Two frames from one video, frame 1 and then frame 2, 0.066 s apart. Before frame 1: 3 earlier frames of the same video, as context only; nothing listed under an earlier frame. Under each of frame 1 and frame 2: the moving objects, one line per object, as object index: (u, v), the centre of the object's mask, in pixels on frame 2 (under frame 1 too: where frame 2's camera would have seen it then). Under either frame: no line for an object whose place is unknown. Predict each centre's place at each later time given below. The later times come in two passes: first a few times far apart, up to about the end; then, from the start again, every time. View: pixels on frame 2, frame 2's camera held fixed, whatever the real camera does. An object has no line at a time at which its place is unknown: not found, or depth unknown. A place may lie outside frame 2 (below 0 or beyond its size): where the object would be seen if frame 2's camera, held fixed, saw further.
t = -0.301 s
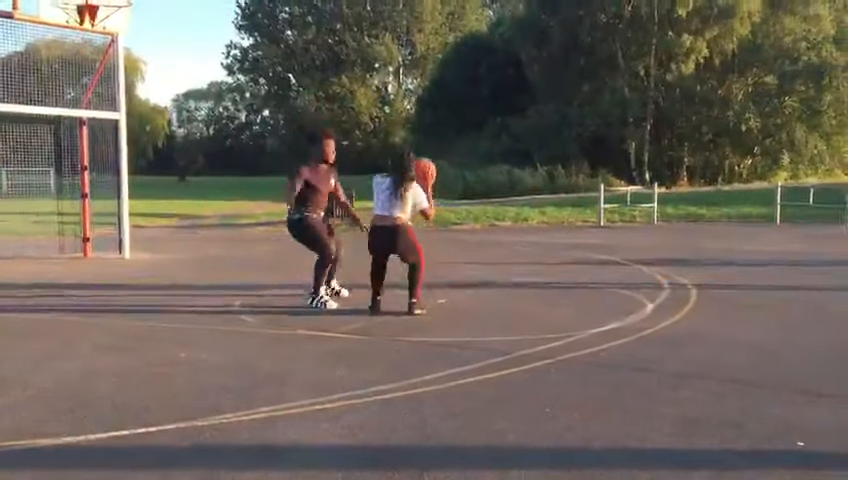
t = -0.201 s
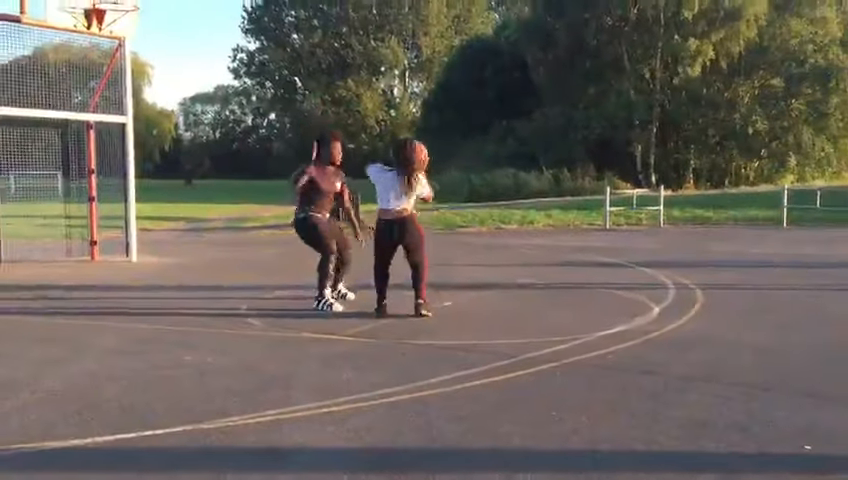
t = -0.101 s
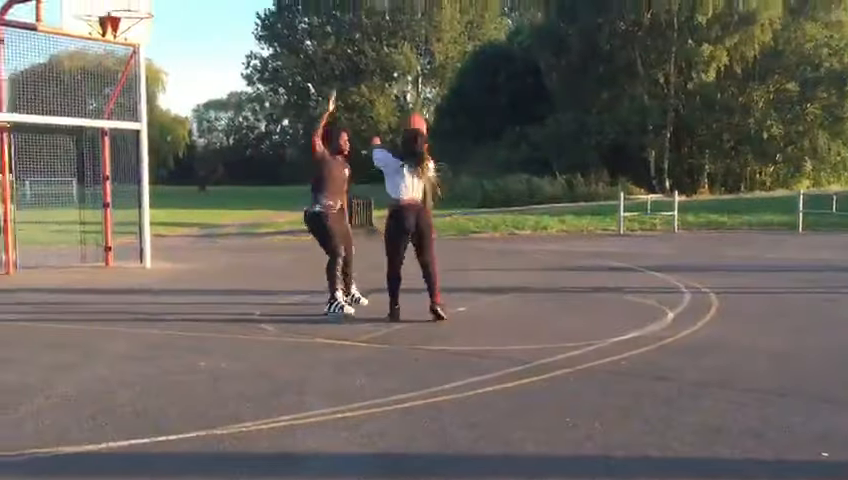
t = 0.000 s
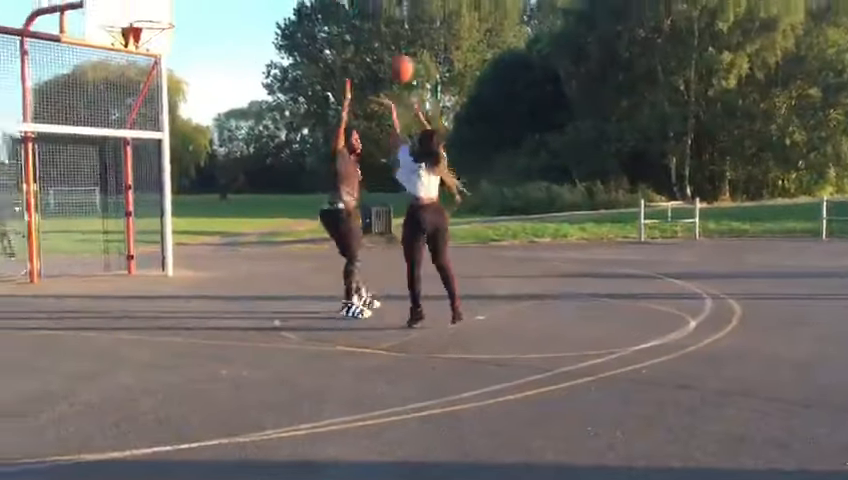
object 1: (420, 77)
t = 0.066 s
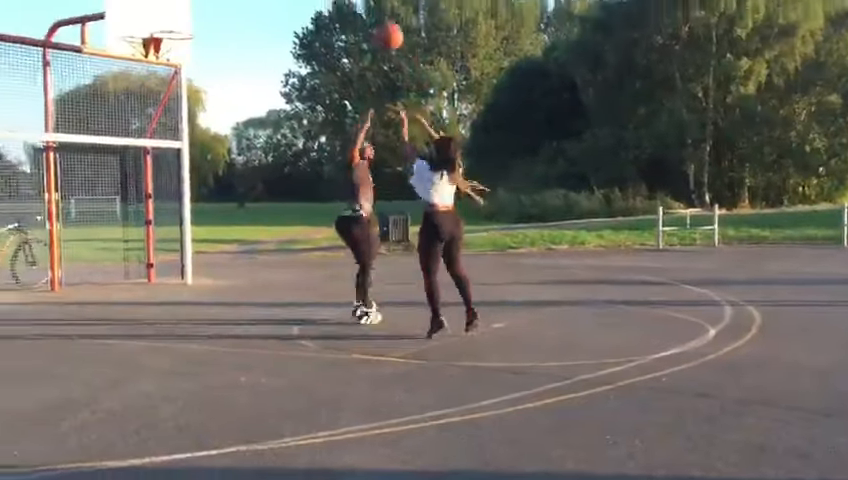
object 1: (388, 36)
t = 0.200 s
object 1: (336, -20)
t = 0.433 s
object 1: (248, -74)
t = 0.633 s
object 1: (194, -65)
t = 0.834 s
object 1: (145, -23)
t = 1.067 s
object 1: (148, 42)
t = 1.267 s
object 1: (191, 125)
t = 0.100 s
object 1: (377, 18)
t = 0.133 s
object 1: (362, 3)
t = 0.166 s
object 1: (348, -9)
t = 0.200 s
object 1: (336, -20)
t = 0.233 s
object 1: (323, -29)
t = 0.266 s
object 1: (310, -39)
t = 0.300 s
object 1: (297, -47)
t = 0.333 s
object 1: (283, -56)
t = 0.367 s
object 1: (271, -63)
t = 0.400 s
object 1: (256, -70)
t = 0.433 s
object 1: (248, -74)
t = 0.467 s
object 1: (241, -74)
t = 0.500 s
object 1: (231, -74)
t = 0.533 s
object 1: (221, -74)
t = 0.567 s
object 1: (212, -72)
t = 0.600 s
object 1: (203, -69)
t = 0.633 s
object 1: (194, -65)
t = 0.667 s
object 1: (185, -60)
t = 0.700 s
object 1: (177, -55)
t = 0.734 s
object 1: (168, -48)
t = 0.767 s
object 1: (161, -40)
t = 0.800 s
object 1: (154, -32)
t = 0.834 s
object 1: (145, -23)
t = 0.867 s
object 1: (138, -13)
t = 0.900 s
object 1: (130, -2)
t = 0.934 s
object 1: (124, 9)
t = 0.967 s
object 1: (129, 15)
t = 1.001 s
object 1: (135, 23)
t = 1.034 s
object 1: (142, 32)
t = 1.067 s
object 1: (148, 42)
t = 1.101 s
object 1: (153, 51)
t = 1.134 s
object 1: (162, 64)
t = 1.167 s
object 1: (168, 77)
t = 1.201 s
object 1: (177, 92)
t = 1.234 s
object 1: (183, 107)
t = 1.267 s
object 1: (191, 125)
